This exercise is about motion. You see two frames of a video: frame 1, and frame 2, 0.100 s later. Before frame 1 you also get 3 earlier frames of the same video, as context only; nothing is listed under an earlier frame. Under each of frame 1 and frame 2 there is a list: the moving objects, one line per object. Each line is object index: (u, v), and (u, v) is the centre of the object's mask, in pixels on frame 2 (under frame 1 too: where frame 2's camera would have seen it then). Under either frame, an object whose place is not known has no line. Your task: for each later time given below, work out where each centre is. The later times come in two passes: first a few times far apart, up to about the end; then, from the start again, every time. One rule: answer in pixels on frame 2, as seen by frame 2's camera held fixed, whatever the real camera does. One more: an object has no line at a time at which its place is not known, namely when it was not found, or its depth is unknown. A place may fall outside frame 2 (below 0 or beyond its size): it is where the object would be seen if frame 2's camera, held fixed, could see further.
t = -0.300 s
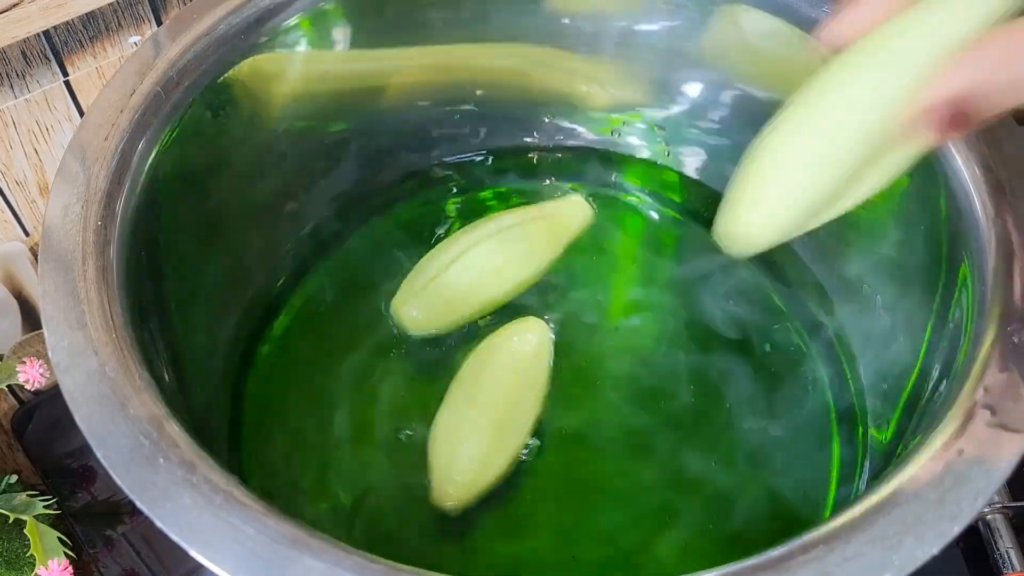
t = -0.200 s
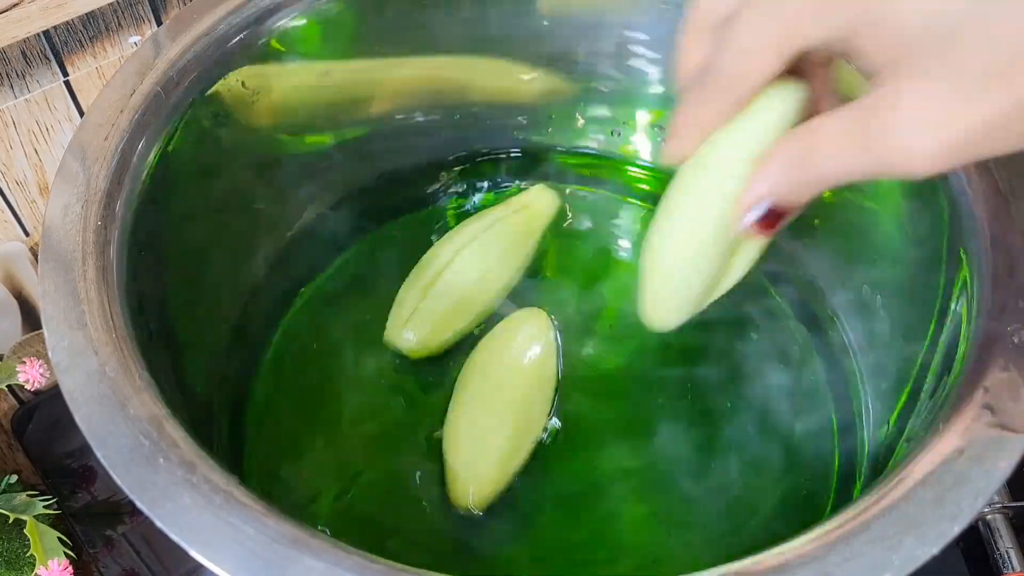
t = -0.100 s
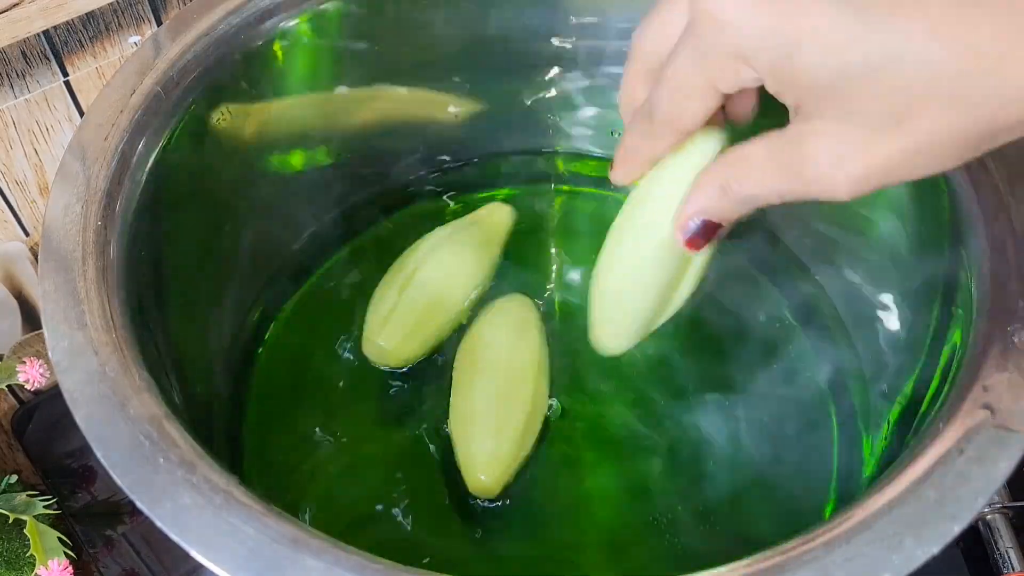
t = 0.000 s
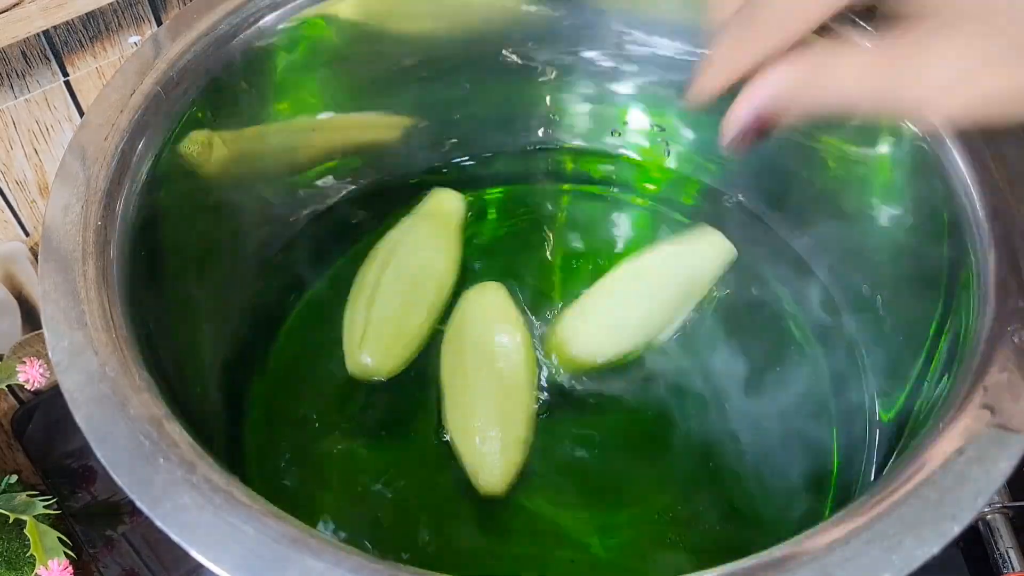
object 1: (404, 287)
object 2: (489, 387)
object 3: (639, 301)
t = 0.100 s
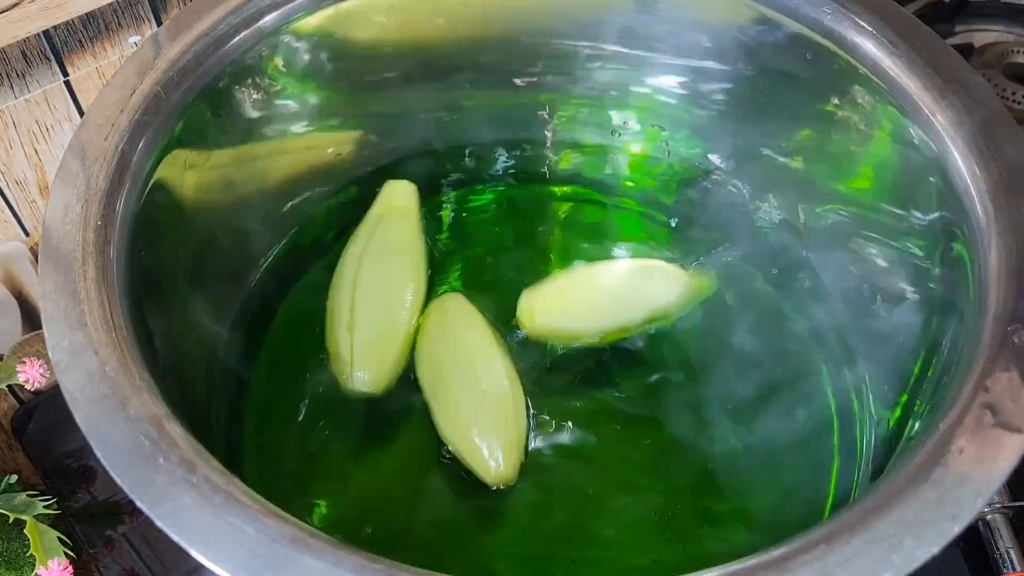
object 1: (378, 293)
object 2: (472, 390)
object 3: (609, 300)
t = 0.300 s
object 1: (335, 341)
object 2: (462, 400)
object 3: (612, 265)
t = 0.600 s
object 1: (314, 416)
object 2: (499, 439)
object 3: (591, 243)
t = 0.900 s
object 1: (320, 477)
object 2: (508, 470)
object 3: (536, 234)
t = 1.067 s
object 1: (364, 512)
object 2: (546, 461)
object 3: (500, 250)
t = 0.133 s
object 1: (373, 298)
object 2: (469, 389)
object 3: (607, 292)
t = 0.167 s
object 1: (368, 305)
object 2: (468, 389)
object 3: (607, 284)
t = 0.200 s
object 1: (362, 313)
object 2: (466, 390)
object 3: (605, 277)
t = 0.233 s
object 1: (355, 322)
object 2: (465, 391)
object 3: (608, 273)
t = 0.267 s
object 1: (345, 331)
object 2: (463, 395)
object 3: (610, 269)
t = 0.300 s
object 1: (335, 341)
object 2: (462, 400)
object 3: (612, 265)
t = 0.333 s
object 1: (324, 350)
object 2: (463, 408)
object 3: (613, 264)
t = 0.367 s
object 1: (314, 359)
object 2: (466, 420)
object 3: (613, 262)
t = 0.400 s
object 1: (308, 367)
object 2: (470, 430)
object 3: (612, 260)
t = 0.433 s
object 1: (305, 374)
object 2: (474, 440)
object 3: (611, 256)
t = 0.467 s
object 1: (305, 383)
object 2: (479, 445)
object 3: (611, 252)
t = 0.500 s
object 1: (307, 393)
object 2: (483, 447)
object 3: (607, 248)
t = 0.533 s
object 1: (309, 402)
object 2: (487, 445)
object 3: (603, 245)
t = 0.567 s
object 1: (312, 409)
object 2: (492, 442)
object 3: (598, 244)
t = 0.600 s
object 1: (314, 416)
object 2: (499, 439)
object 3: (591, 243)
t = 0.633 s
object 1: (314, 424)
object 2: (504, 438)
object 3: (582, 243)
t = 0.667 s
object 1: (314, 431)
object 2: (509, 438)
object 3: (575, 241)
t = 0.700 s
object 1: (313, 438)
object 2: (513, 443)
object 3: (570, 237)
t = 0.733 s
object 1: (311, 444)
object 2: (515, 448)
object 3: (565, 233)
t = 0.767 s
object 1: (309, 451)
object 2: (514, 455)
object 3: (561, 228)
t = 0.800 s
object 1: (309, 457)
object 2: (512, 462)
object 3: (557, 226)
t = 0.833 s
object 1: (310, 463)
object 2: (510, 467)
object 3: (551, 226)
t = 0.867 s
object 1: (314, 470)
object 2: (508, 469)
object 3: (545, 229)
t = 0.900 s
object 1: (320, 477)
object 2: (508, 470)
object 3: (536, 234)
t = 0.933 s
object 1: (328, 485)
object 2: (512, 468)
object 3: (527, 239)
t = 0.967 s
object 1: (336, 492)
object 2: (520, 465)
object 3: (518, 243)
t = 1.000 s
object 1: (346, 499)
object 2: (529, 462)
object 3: (511, 246)
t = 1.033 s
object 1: (354, 505)
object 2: (538, 461)
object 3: (506, 249)
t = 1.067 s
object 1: (364, 512)
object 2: (546, 461)
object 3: (500, 250)
